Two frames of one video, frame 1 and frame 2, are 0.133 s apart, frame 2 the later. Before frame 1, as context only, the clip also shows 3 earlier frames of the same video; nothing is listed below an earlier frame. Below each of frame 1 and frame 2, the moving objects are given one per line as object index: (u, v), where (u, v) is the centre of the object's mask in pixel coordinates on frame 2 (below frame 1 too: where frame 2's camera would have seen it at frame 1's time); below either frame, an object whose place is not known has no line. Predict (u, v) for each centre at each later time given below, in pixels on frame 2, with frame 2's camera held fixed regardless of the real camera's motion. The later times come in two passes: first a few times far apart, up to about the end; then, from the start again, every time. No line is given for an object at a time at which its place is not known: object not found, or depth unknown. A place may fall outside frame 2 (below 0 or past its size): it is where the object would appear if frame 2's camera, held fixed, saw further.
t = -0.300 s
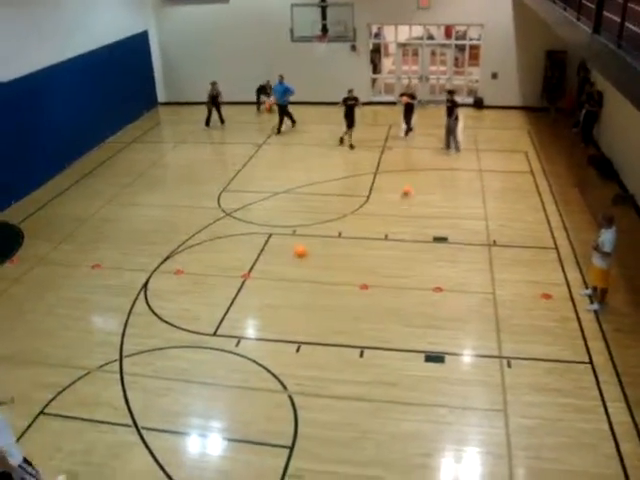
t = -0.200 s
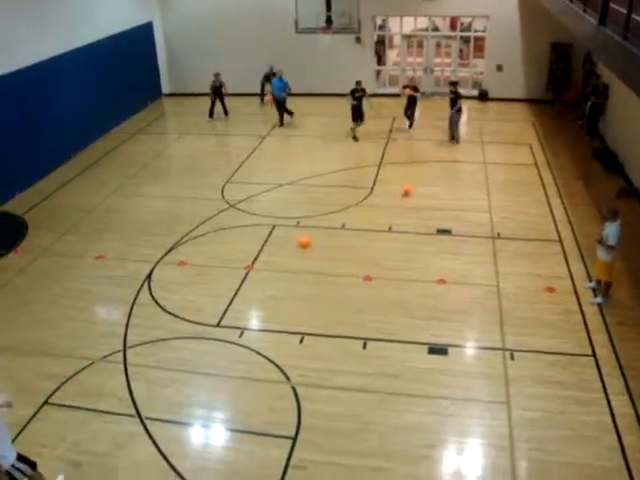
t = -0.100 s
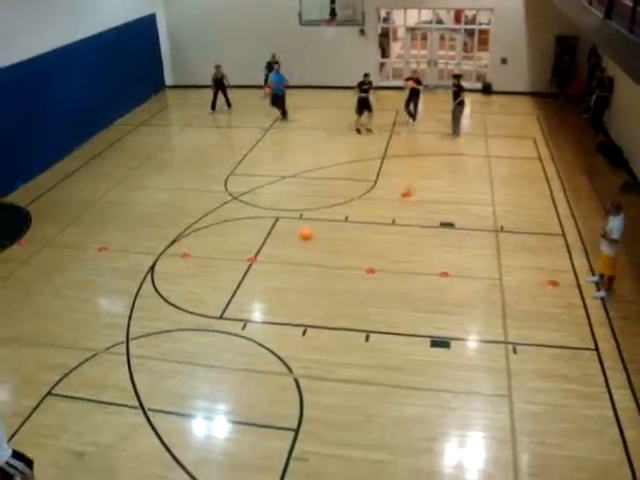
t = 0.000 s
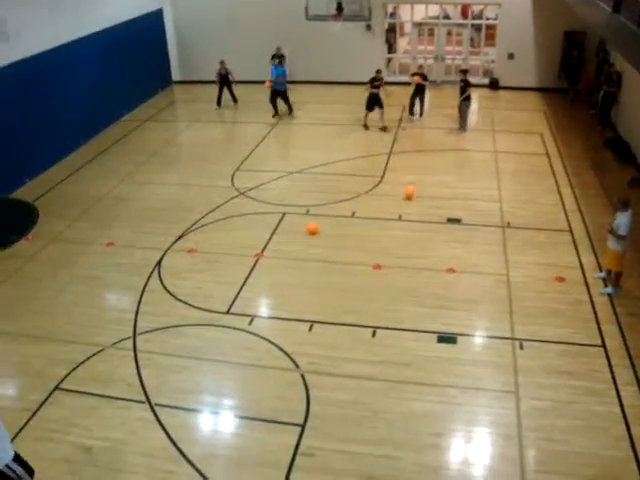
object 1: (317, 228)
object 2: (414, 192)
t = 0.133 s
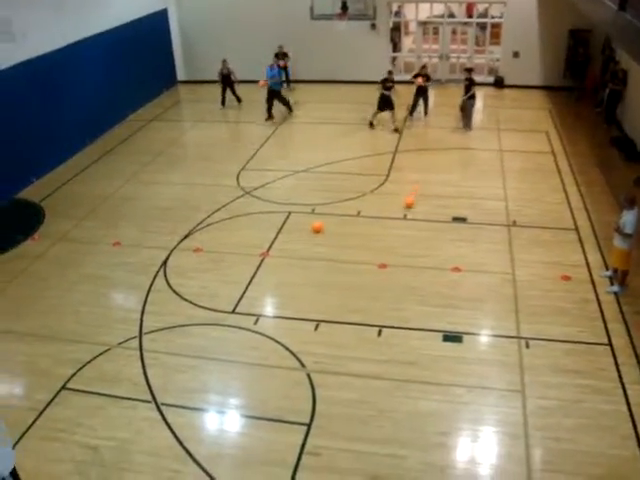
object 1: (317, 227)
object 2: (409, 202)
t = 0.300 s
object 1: (315, 225)
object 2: (402, 218)
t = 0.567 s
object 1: (315, 222)
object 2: (393, 240)
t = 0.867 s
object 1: (315, 220)
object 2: (382, 260)
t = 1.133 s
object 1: (315, 219)
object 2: (373, 275)
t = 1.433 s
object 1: (314, 216)
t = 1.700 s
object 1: (313, 214)
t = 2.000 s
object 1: (313, 213)
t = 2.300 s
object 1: (311, 211)
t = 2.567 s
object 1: (311, 210)
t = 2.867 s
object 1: (310, 209)
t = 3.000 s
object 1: (309, 209)
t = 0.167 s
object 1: (317, 227)
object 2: (408, 206)
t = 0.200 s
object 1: (316, 226)
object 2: (406, 211)
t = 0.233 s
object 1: (316, 226)
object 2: (405, 213)
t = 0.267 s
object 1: (316, 226)
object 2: (403, 215)
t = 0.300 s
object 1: (315, 225)
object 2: (402, 218)
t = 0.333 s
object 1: (316, 225)
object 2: (401, 220)
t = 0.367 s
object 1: (315, 224)
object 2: (400, 223)
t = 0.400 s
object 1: (315, 225)
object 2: (399, 225)
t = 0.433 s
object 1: (315, 224)
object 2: (398, 229)
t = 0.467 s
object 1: (315, 223)
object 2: (396, 232)
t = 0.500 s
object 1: (315, 223)
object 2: (396, 234)
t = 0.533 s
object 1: (315, 223)
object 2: (394, 237)
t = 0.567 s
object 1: (315, 222)
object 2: (393, 240)
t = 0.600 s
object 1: (315, 222)
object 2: (391, 244)
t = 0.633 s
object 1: (316, 222)
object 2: (390, 245)
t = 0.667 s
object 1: (316, 221)
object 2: (389, 249)
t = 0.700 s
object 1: (316, 220)
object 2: (388, 251)
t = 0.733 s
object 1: (315, 220)
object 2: (387, 254)
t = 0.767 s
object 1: (316, 220)
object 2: (384, 259)
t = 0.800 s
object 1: (315, 220)
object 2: (383, 259)
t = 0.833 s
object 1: (315, 220)
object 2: (382, 260)
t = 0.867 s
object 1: (315, 220)
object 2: (382, 260)
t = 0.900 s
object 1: (315, 220)
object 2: (381, 261)
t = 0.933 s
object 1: (315, 220)
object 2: (380, 261)
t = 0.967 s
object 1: (315, 220)
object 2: (380, 261)
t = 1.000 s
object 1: (315, 220)
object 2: (379, 264)
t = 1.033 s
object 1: (314, 219)
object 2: (378, 265)
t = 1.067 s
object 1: (314, 219)
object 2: (377, 267)
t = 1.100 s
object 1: (315, 219)
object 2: (373, 272)
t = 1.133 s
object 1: (315, 219)
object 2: (373, 275)
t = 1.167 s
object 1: (314, 218)
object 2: (371, 280)
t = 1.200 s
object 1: (314, 218)
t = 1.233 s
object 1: (314, 218)
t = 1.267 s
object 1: (314, 217)
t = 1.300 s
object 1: (314, 217)
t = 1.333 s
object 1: (314, 217)
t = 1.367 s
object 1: (314, 217)
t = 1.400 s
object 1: (314, 216)
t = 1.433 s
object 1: (314, 216)
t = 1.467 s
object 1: (314, 216)
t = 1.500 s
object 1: (314, 216)
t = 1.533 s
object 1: (314, 216)
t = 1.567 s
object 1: (313, 215)
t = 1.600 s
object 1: (314, 215)
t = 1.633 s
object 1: (313, 215)
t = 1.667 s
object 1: (313, 214)
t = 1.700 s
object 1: (313, 214)
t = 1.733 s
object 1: (313, 214)
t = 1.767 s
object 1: (313, 214)
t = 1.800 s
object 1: (313, 214)
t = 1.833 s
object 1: (313, 214)
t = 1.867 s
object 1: (313, 213)
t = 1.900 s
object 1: (313, 213)
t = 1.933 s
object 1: (313, 213)
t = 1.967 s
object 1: (313, 213)
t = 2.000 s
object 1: (313, 213)
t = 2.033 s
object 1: (313, 213)
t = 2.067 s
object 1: (313, 212)
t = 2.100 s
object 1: (312, 212)
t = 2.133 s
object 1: (312, 212)
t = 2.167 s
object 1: (312, 212)
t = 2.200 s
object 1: (312, 212)
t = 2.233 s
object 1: (311, 212)
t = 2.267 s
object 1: (311, 212)
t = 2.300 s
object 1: (311, 211)
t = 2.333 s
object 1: (311, 211)
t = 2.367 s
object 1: (311, 211)
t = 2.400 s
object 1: (311, 210)
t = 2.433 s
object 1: (311, 211)
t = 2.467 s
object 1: (311, 211)
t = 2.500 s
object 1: (311, 211)
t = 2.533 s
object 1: (310, 210)
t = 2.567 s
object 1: (311, 210)
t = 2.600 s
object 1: (310, 210)
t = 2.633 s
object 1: (310, 210)
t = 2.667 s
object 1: (311, 210)
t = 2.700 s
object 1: (310, 209)
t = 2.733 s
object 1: (310, 209)
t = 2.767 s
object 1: (310, 209)
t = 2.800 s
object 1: (310, 209)
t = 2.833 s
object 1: (310, 209)
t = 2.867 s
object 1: (310, 209)
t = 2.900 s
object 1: (310, 209)
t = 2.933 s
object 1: (310, 209)
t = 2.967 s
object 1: (310, 209)
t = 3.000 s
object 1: (309, 209)
